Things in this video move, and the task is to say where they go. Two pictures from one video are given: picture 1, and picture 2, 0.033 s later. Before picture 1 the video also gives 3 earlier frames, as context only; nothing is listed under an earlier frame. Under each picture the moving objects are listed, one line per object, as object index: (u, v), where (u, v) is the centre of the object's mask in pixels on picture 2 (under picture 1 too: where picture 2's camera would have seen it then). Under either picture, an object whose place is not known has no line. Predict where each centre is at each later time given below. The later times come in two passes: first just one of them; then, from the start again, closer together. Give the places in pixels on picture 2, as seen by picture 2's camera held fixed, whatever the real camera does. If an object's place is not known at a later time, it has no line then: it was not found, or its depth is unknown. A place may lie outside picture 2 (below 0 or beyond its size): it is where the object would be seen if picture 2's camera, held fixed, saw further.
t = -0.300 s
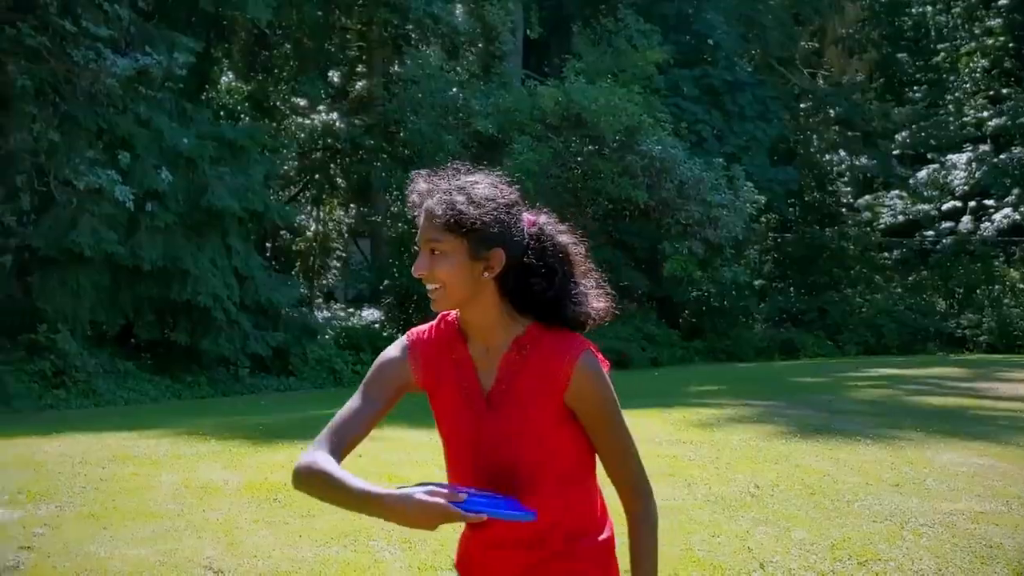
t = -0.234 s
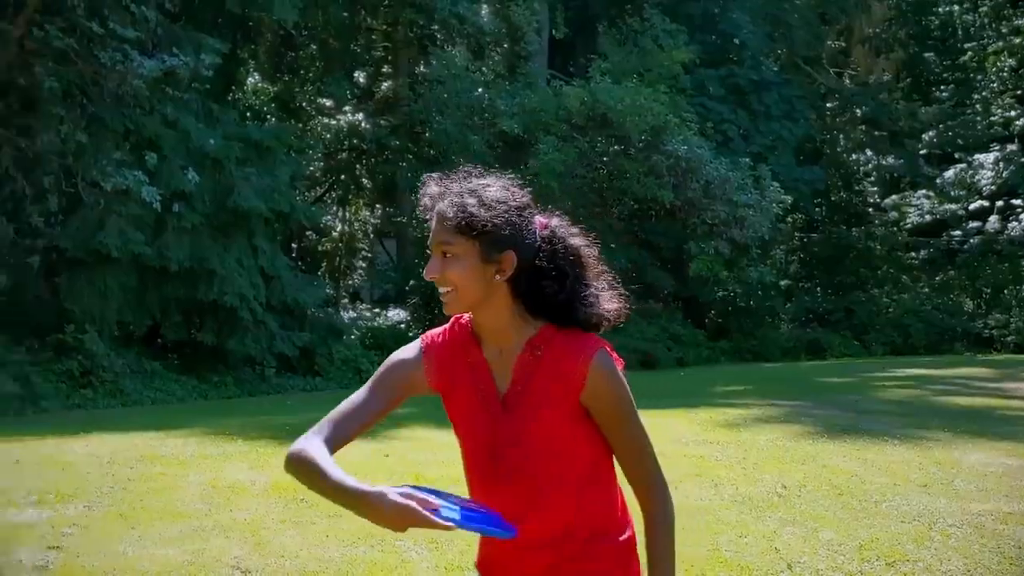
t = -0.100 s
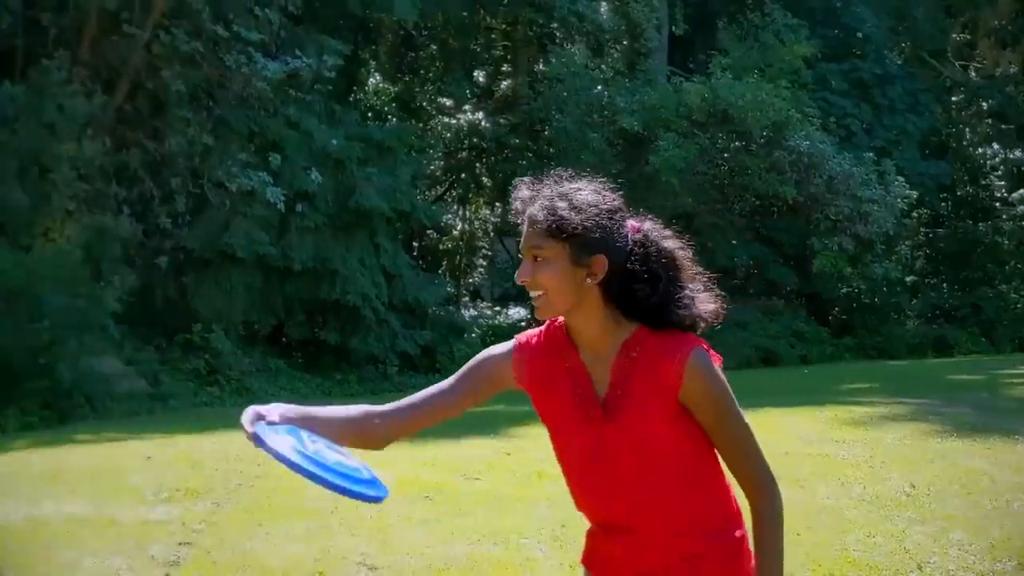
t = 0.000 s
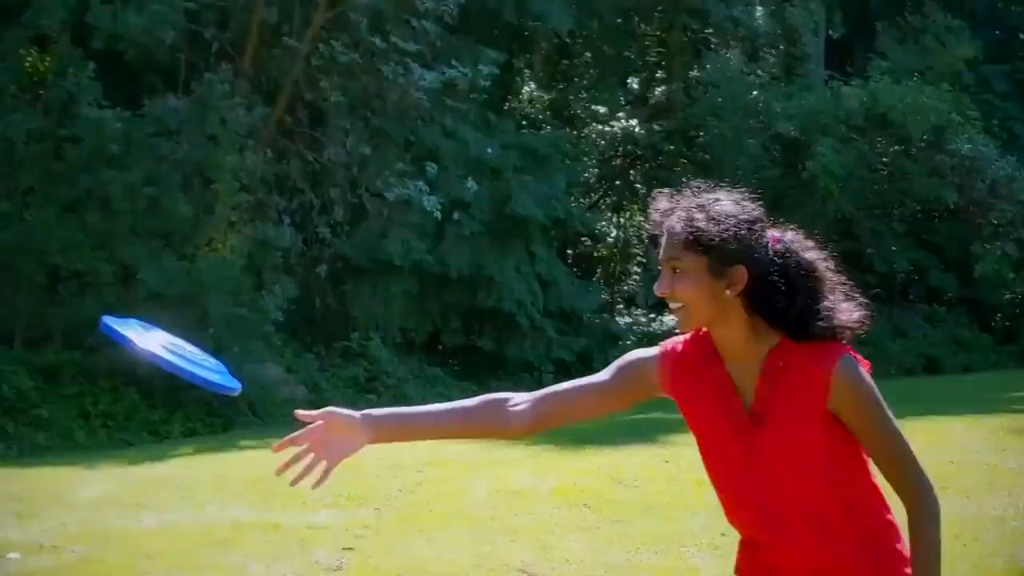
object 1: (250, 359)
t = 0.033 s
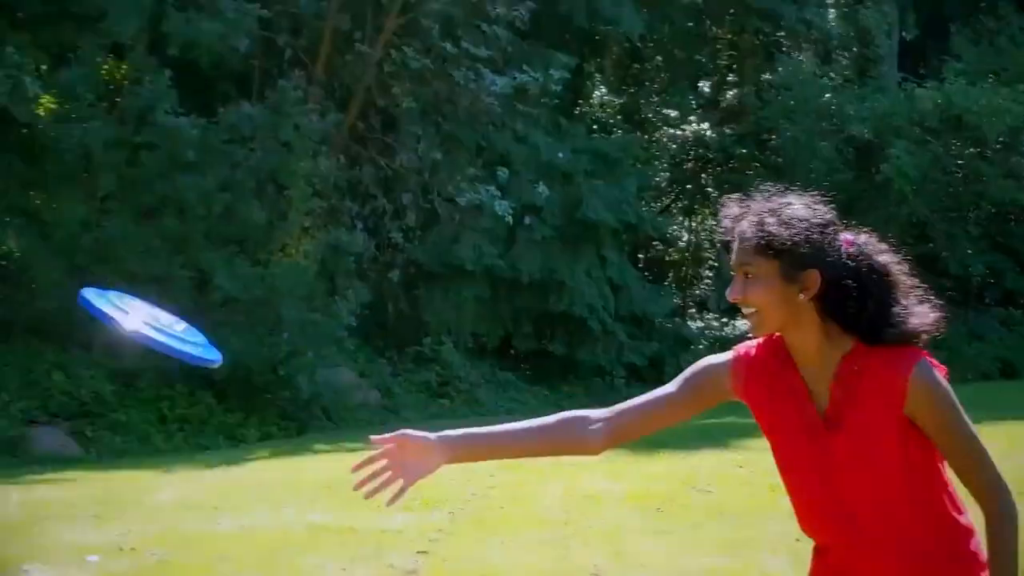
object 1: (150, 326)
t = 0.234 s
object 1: (-412, 197)
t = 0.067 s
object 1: (52, 294)
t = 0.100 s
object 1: (-49, 266)
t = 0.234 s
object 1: (-412, 197)
